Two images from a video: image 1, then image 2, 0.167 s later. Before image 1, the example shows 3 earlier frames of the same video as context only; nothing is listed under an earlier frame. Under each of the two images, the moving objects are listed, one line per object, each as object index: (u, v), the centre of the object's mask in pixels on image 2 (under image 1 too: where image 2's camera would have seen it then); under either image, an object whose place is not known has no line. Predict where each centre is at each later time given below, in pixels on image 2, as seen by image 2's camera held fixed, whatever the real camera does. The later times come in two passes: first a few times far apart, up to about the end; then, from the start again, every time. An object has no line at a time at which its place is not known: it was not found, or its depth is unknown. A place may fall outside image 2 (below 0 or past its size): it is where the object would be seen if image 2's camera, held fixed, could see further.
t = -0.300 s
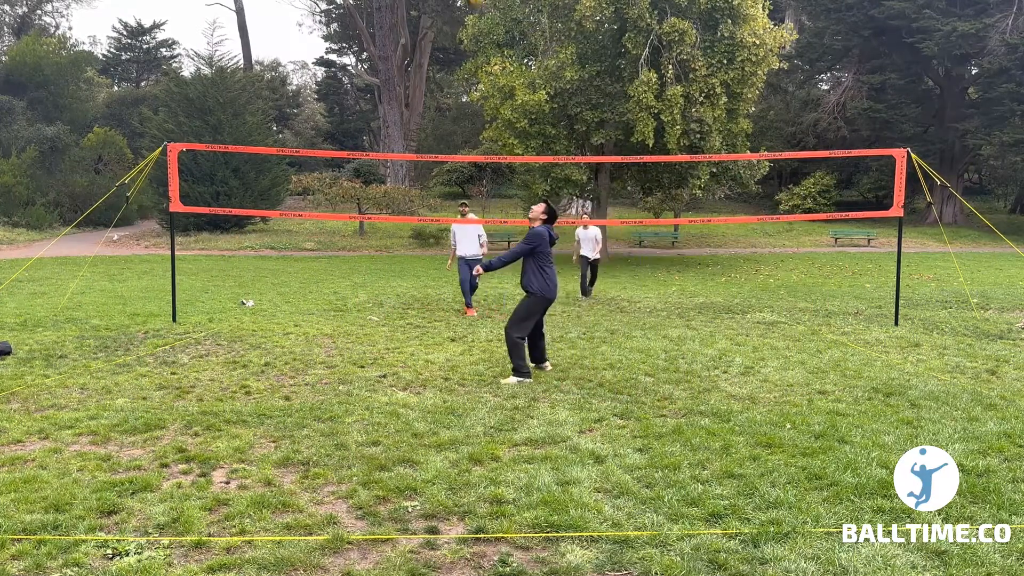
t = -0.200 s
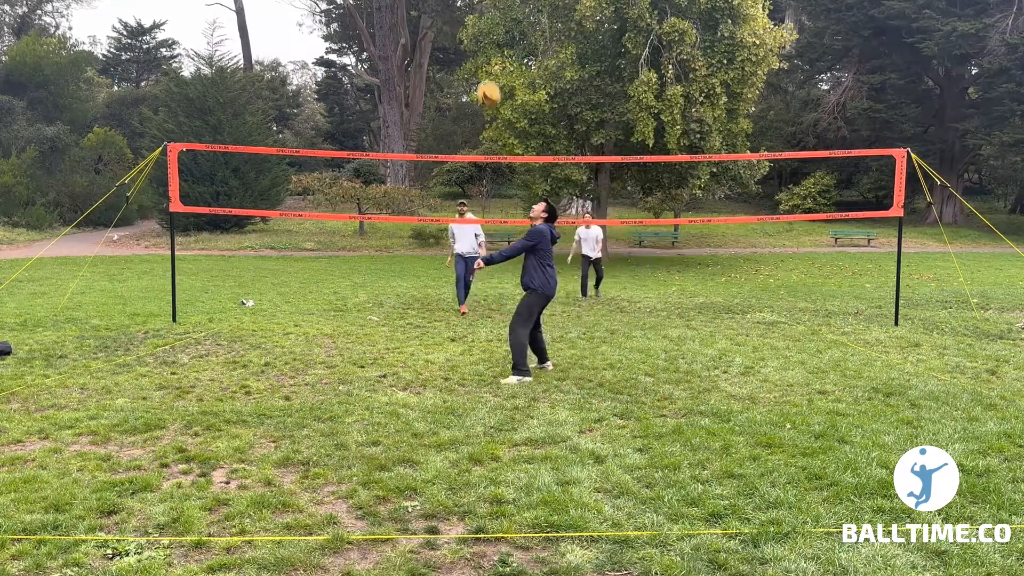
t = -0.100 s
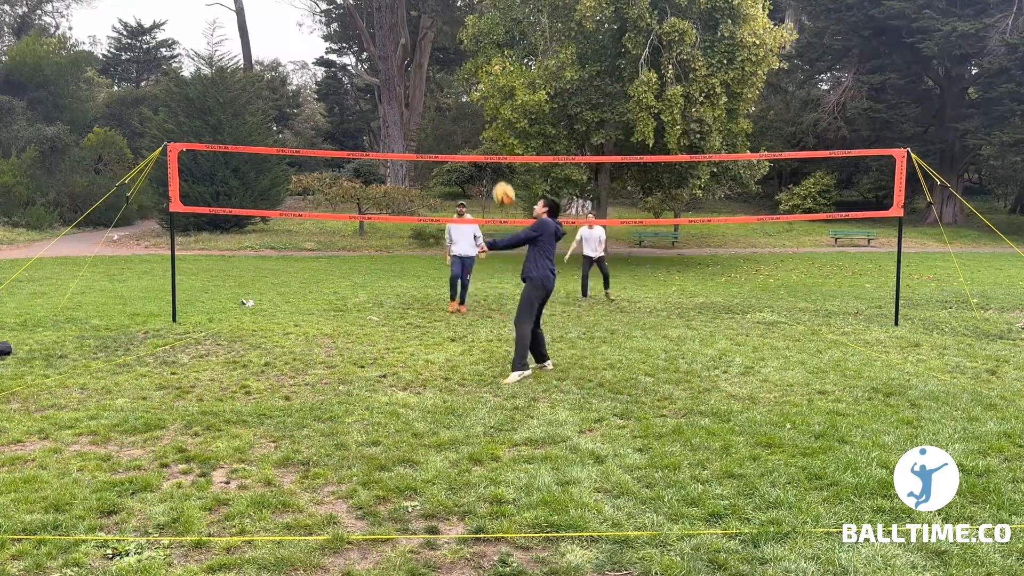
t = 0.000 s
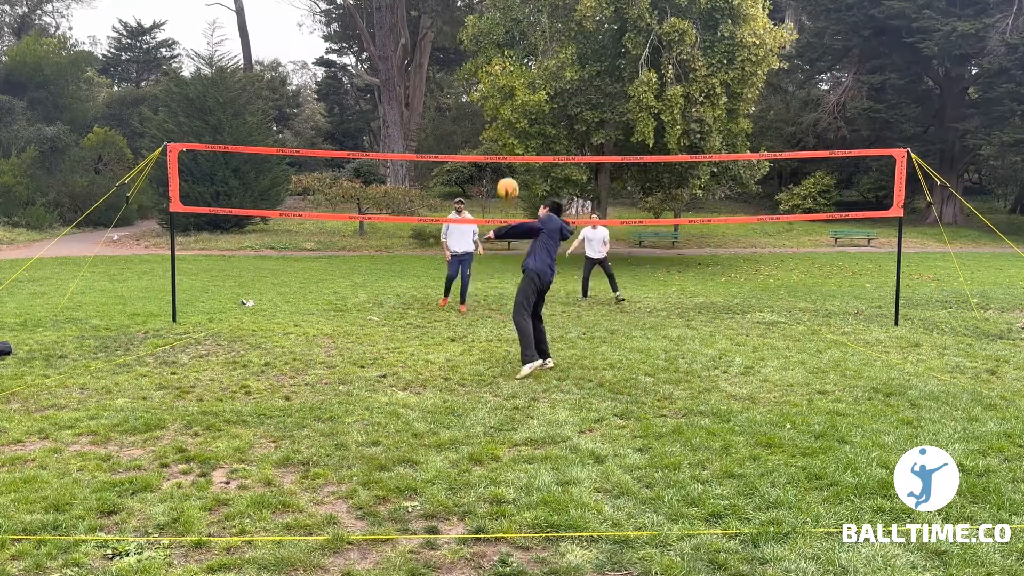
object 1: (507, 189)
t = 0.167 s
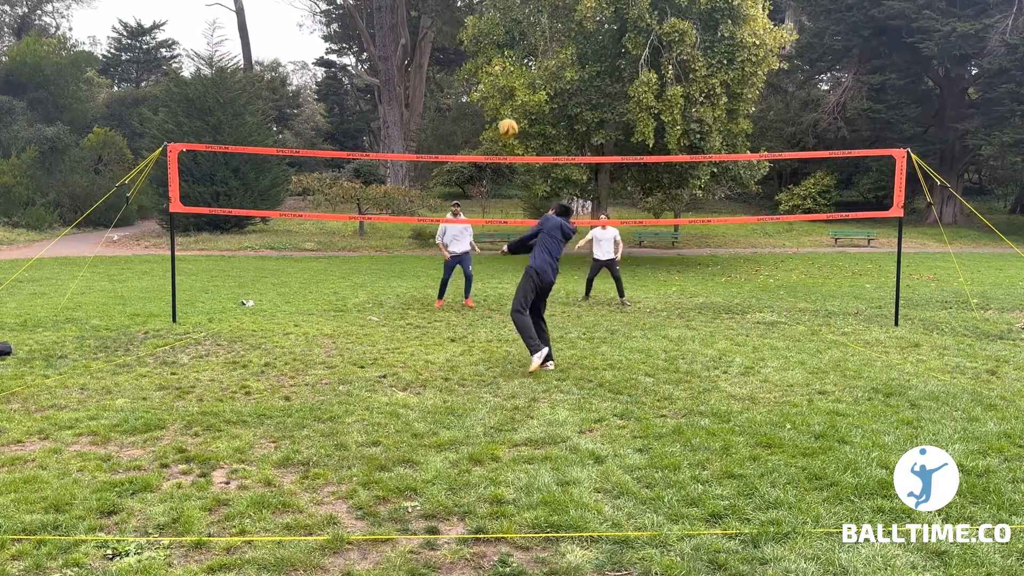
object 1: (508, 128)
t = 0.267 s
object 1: (508, 110)
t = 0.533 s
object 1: (508, 106)
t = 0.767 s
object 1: (509, 147)
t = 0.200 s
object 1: (508, 120)
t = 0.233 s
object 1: (507, 115)
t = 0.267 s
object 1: (508, 110)
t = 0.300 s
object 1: (508, 107)
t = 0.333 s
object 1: (508, 103)
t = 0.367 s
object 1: (508, 102)
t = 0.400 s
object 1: (509, 101)
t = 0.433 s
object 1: (509, 102)
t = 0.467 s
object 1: (509, 102)
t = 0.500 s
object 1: (508, 104)
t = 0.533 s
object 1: (508, 106)
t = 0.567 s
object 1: (509, 111)
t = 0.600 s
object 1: (509, 115)
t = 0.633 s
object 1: (509, 120)
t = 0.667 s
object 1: (509, 124)
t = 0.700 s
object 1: (509, 131)
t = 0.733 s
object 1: (509, 139)
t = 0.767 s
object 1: (509, 147)
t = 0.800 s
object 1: (509, 152)
